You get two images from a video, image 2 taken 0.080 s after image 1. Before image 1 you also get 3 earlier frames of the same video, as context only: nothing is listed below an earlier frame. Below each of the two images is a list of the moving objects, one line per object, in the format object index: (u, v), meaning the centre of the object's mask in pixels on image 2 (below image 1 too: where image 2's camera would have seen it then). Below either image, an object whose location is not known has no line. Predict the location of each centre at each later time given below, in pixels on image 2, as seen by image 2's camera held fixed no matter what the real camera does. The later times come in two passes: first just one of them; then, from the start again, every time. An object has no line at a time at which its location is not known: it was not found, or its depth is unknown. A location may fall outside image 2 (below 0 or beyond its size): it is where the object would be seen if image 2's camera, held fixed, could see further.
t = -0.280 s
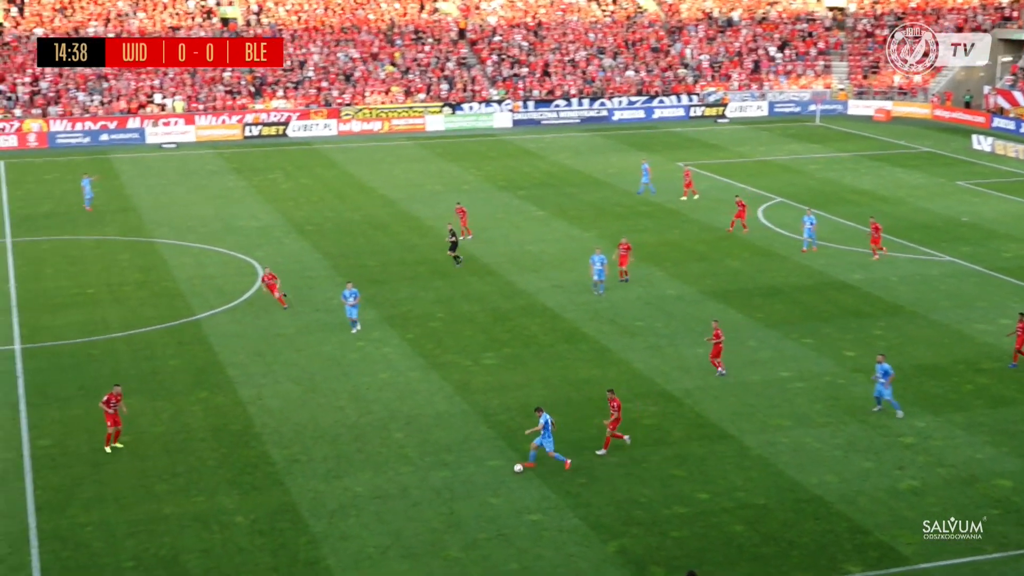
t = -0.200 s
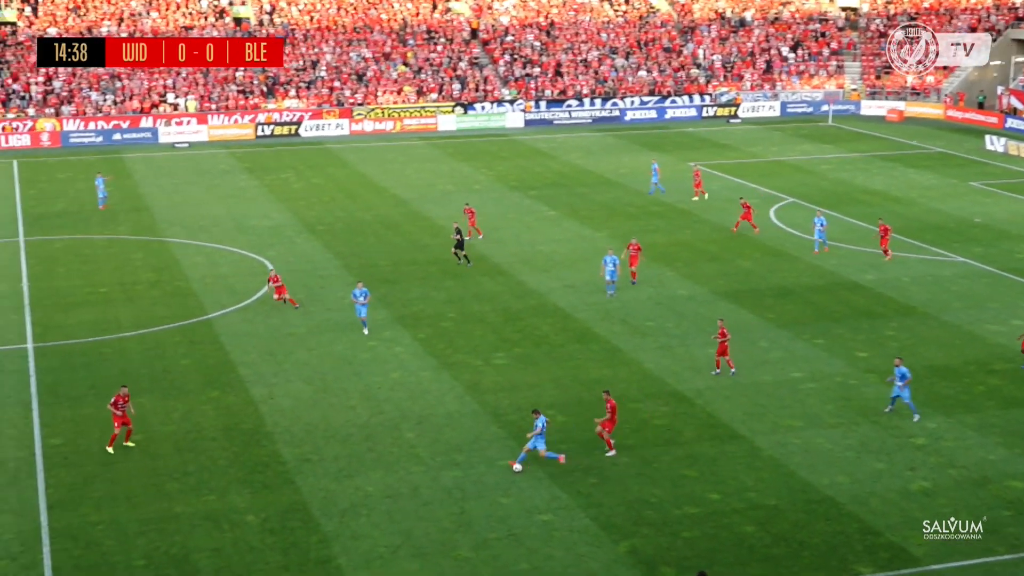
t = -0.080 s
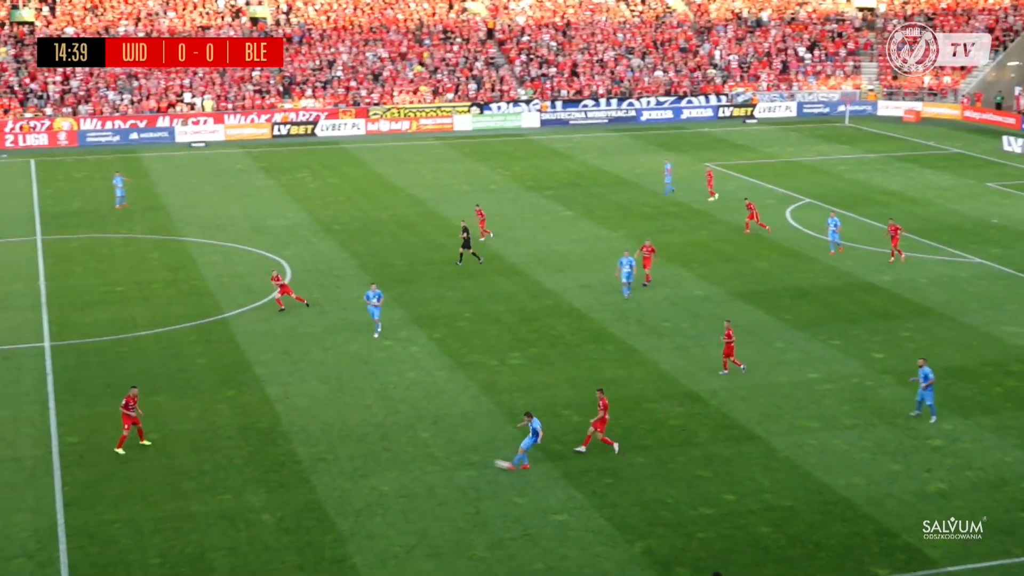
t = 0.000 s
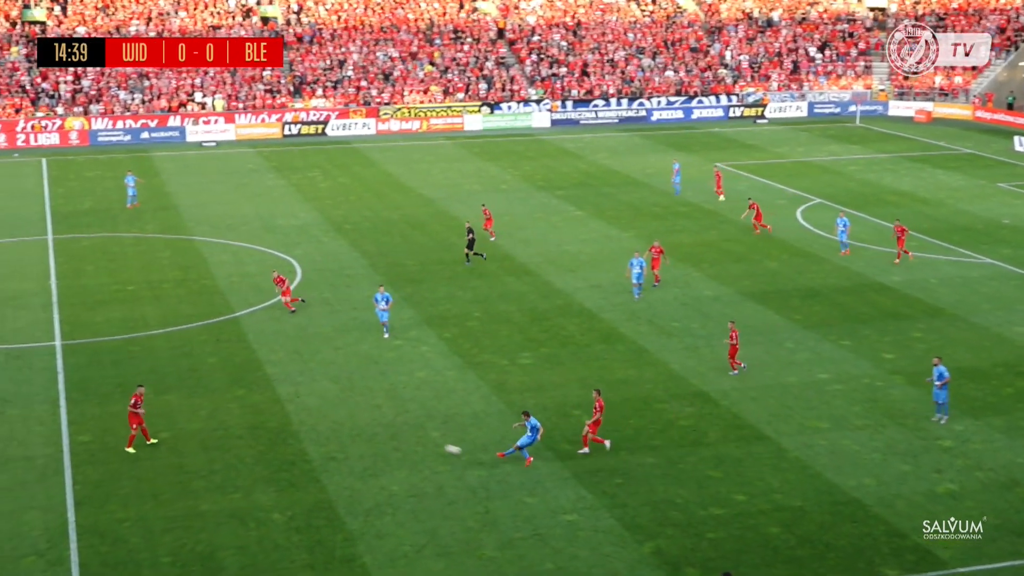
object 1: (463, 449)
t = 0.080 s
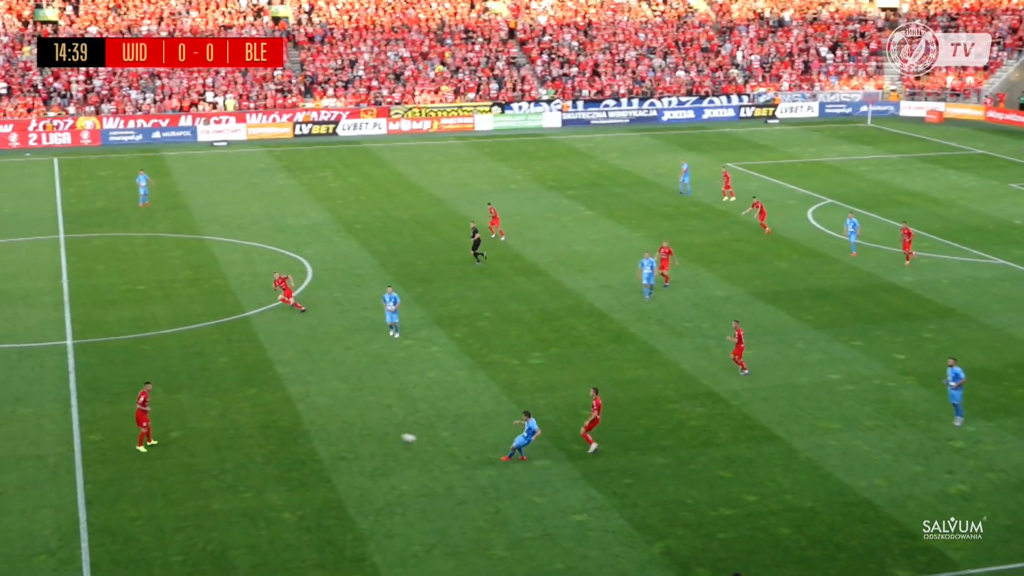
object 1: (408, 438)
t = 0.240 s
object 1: (316, 415)
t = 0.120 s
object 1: (383, 432)
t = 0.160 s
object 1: (360, 425)
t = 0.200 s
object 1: (337, 419)
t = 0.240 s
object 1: (316, 415)
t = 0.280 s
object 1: (296, 411)
